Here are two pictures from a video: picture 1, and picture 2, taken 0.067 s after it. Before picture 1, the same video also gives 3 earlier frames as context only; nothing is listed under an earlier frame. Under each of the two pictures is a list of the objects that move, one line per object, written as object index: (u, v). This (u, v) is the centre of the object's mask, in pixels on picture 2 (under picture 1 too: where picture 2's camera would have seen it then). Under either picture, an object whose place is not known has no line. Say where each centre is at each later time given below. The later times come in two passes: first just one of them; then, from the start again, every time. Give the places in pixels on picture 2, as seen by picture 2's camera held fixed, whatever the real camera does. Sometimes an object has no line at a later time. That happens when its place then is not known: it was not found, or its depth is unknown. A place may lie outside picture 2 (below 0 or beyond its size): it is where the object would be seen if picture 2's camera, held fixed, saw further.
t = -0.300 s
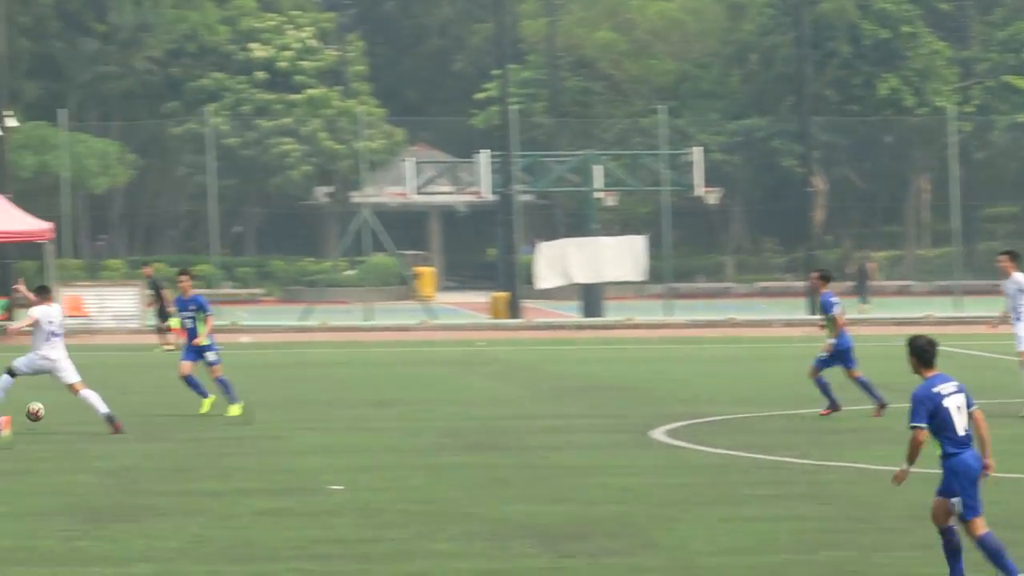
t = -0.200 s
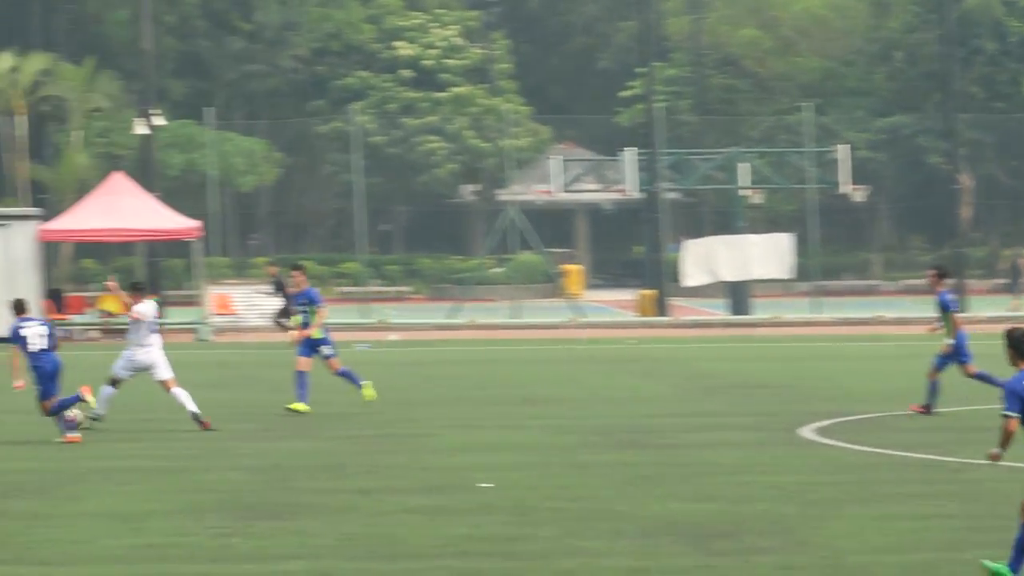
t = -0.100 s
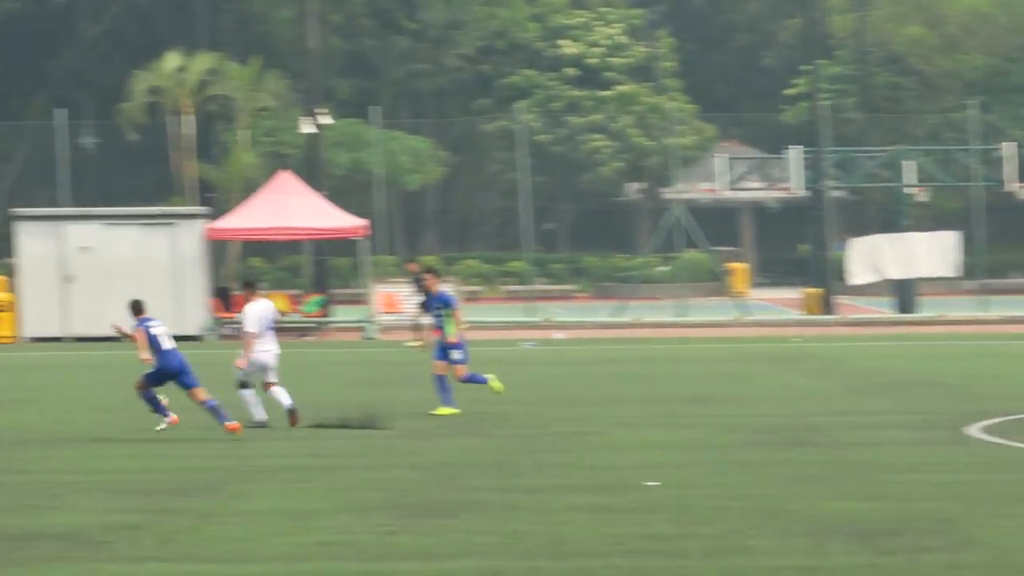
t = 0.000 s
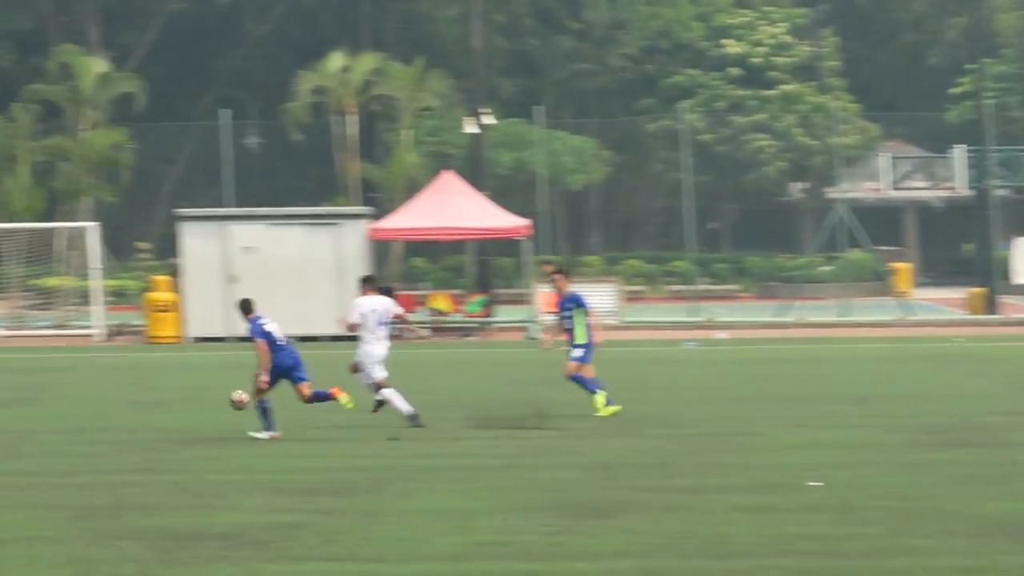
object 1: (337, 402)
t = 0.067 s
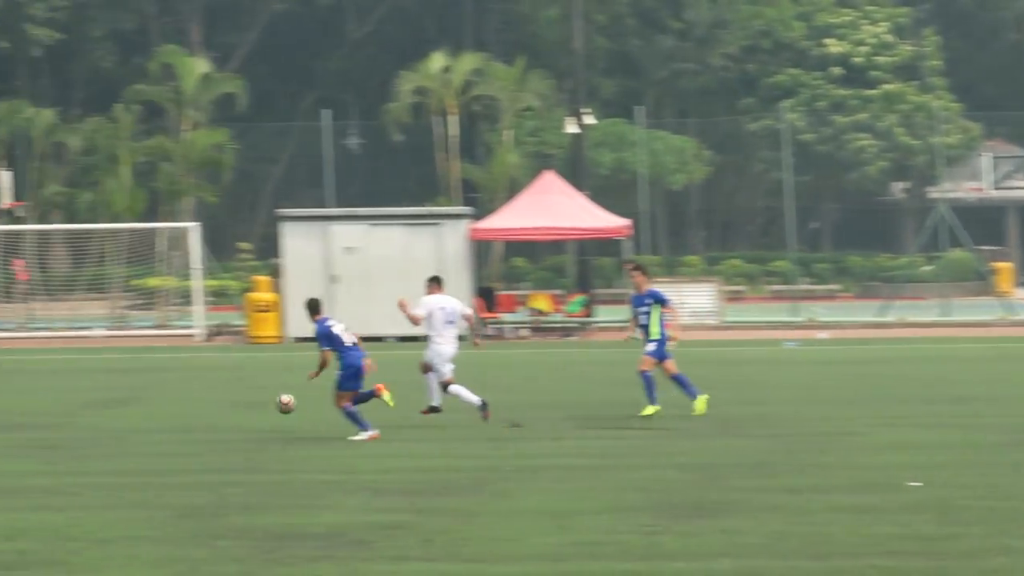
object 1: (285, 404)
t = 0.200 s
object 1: (181, 423)
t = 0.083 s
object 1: (272, 405)
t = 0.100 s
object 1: (259, 407)
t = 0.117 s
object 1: (247, 409)
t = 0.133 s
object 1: (233, 411)
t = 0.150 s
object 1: (220, 413)
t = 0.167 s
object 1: (207, 416)
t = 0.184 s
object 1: (193, 420)
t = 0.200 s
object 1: (181, 423)
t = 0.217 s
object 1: (167, 422)
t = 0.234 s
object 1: (153, 420)
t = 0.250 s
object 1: (140, 419)
